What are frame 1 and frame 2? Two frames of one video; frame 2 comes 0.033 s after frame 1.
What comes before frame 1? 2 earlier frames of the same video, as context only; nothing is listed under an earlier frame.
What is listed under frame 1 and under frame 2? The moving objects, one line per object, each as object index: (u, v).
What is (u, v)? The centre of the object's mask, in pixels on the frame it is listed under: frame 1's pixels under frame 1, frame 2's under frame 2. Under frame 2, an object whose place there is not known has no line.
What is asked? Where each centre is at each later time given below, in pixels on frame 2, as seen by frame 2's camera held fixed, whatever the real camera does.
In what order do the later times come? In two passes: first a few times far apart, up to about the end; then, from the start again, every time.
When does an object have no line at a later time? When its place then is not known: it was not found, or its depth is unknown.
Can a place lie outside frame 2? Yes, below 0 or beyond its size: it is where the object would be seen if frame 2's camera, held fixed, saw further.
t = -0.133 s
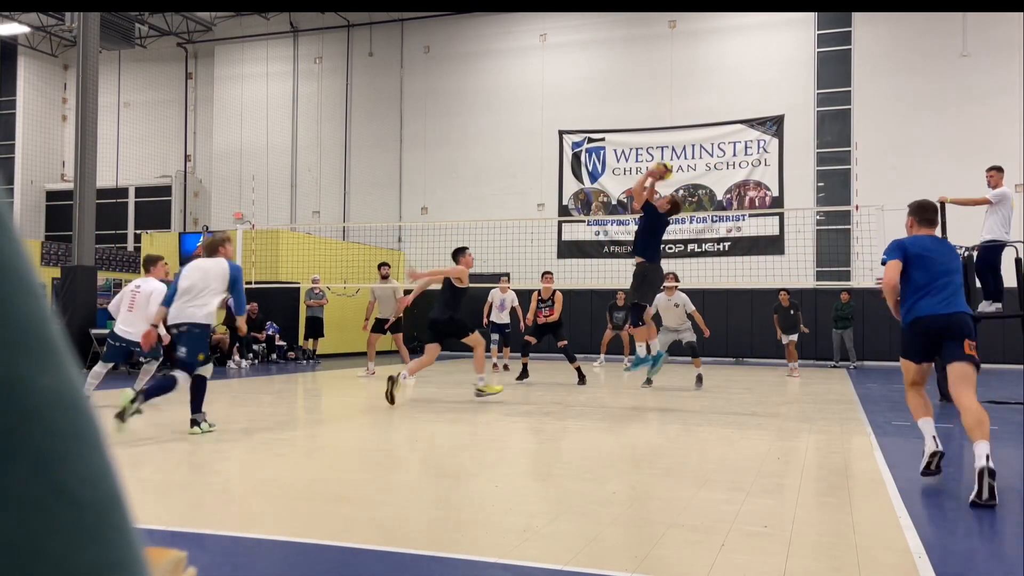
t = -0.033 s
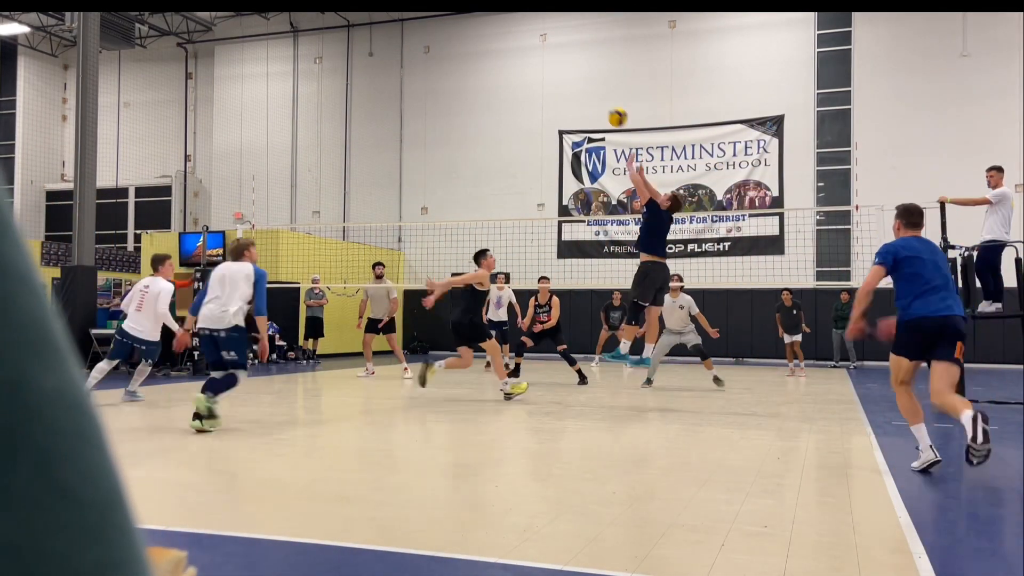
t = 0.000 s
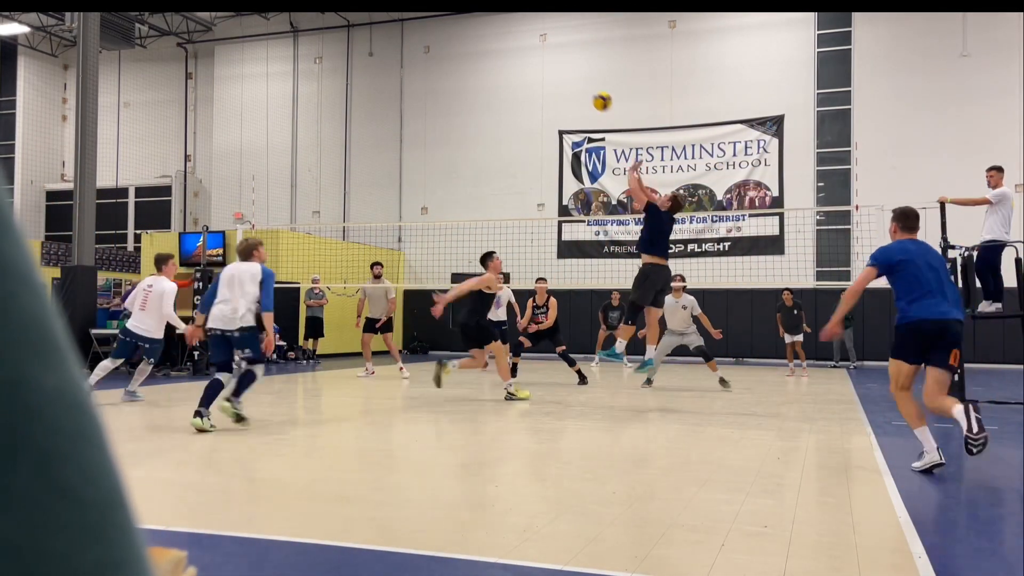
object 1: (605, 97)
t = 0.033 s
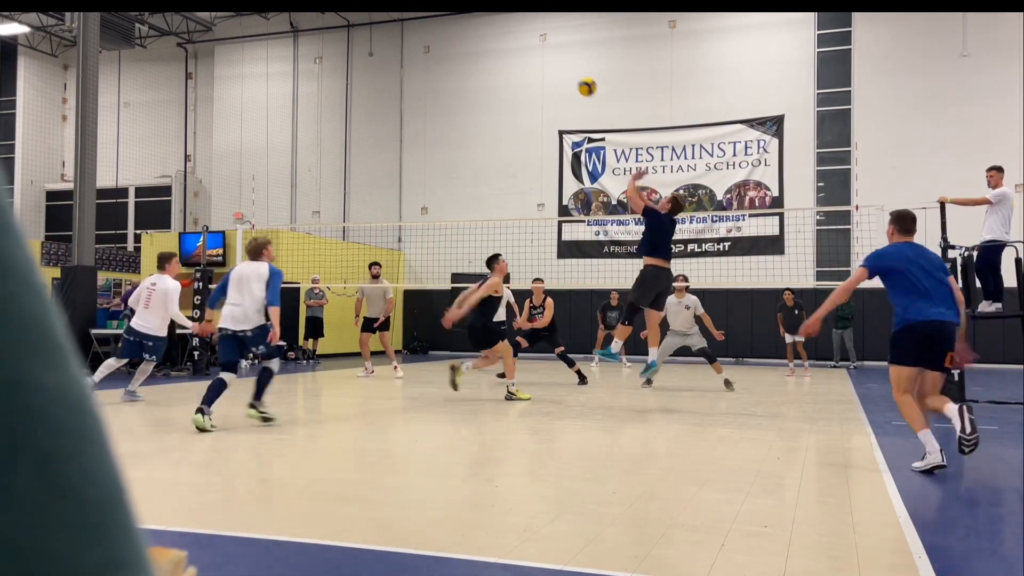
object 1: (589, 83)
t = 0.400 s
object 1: (450, 14)
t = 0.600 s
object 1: (393, 17)
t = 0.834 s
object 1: (333, 54)
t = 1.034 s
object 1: (288, 113)
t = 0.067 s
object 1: (573, 70)
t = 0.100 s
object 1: (559, 58)
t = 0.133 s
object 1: (546, 48)
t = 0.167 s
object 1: (533, 40)
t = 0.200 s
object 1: (520, 32)
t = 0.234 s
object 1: (507, 25)
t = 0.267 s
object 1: (495, 20)
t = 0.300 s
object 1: (484, 17)
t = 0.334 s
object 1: (472, 15)
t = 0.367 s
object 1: (460, 14)
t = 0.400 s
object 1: (450, 14)
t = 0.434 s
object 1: (440, 14)
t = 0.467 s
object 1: (431, 14)
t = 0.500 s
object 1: (421, 15)
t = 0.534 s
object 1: (410, 15)
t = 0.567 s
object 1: (401, 16)
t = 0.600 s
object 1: (393, 17)
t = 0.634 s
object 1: (384, 19)
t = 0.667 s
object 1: (375, 22)
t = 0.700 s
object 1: (366, 27)
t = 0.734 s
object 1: (358, 33)
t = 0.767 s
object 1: (349, 39)
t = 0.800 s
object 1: (341, 47)
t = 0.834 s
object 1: (333, 54)
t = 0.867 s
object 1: (325, 63)
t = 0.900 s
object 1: (317, 71)
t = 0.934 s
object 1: (310, 81)
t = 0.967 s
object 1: (303, 92)
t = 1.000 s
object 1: (295, 102)
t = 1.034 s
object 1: (288, 113)
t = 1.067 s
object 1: (281, 125)
